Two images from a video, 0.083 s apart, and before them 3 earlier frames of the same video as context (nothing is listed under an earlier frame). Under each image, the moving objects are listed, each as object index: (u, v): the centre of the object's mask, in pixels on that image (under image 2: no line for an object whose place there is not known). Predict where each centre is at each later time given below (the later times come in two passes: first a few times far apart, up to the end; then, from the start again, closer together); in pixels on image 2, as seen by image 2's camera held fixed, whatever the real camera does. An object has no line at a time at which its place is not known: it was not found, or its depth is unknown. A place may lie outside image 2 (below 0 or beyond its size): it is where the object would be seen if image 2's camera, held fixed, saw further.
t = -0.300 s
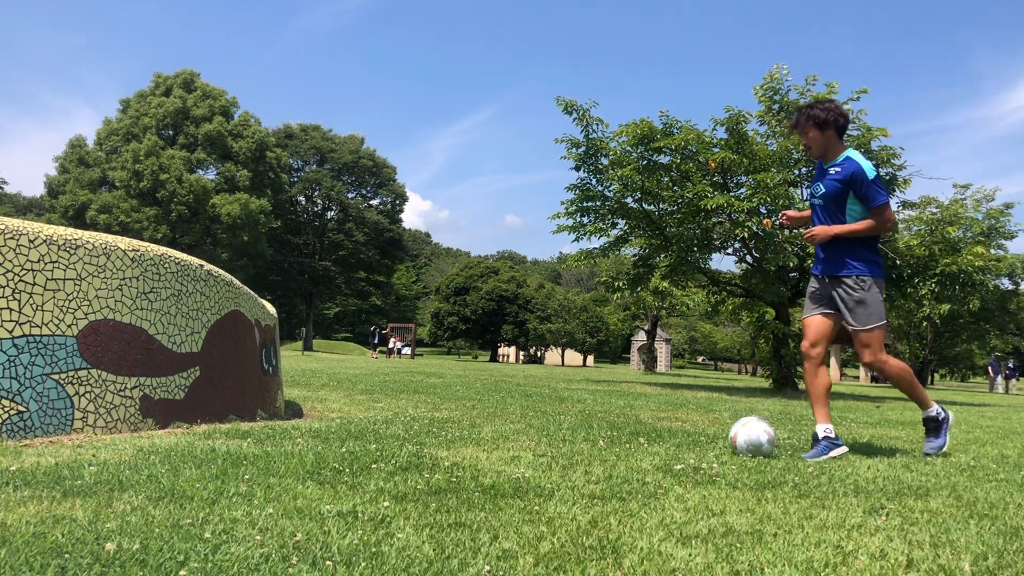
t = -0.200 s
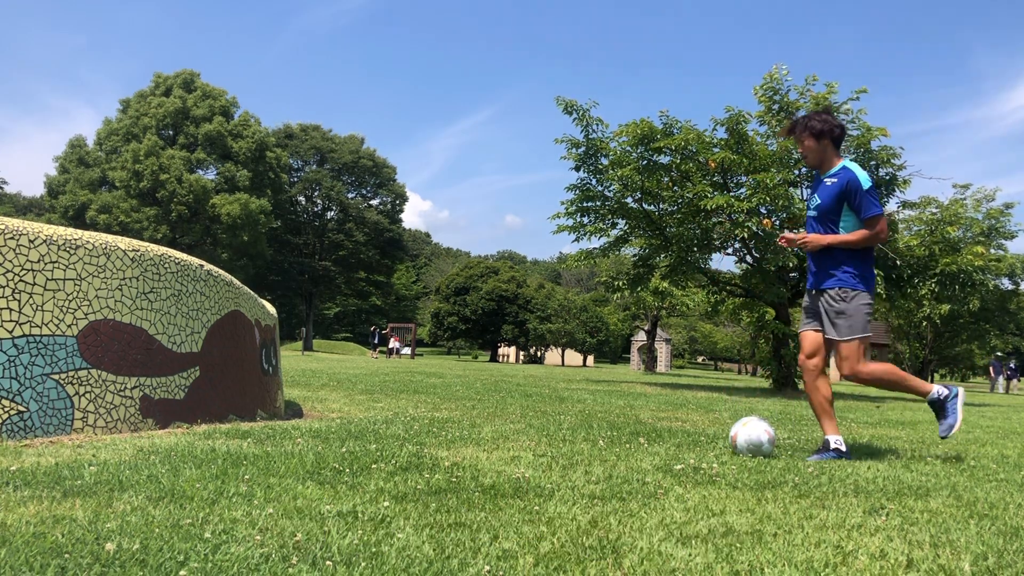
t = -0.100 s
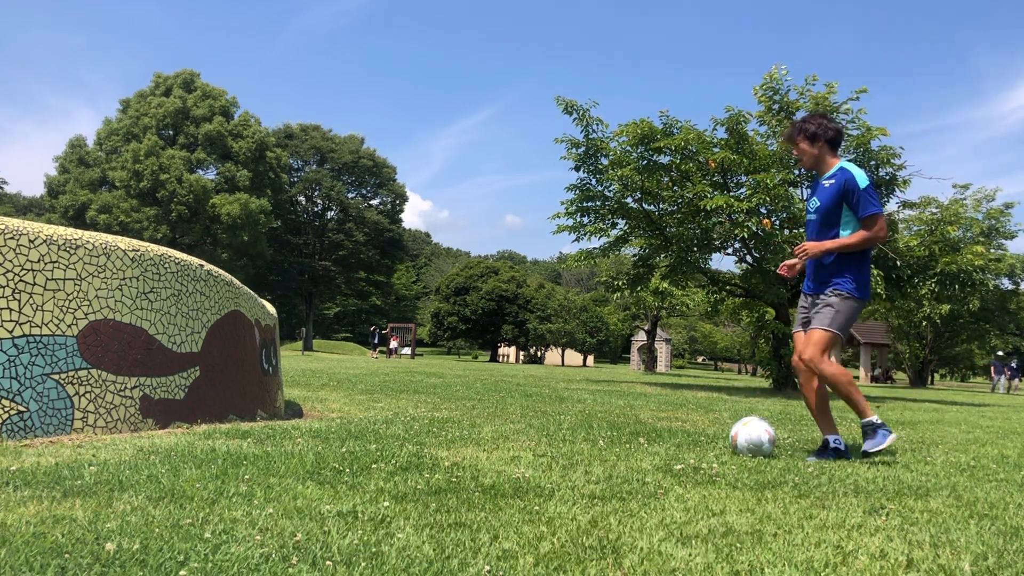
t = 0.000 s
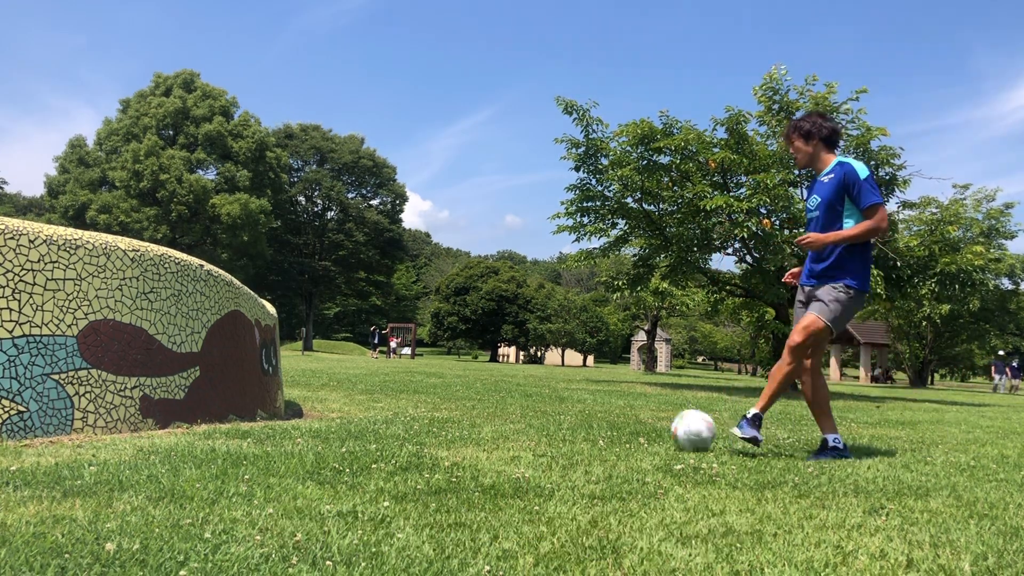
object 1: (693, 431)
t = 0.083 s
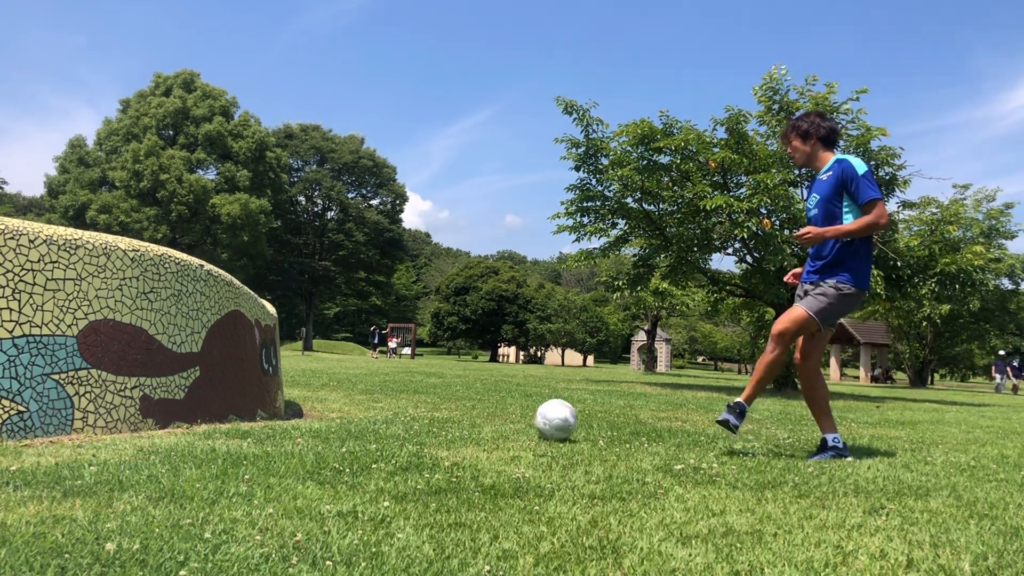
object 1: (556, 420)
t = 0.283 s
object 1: (294, 404)
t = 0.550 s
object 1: (380, 339)
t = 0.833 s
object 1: (585, 372)
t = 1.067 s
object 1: (719, 411)
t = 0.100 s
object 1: (530, 419)
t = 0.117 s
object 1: (504, 418)
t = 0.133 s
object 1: (480, 417)
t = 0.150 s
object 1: (457, 415)
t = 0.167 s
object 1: (436, 413)
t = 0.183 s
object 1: (416, 410)
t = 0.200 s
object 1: (395, 408)
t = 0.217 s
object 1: (375, 406)
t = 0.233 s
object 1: (354, 405)
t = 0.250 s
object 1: (334, 404)
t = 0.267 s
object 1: (314, 404)
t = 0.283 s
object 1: (294, 404)
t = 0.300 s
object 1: (275, 405)
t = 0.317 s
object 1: (255, 406)
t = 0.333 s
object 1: (236, 407)
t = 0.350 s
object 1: (239, 400)
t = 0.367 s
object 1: (251, 393)
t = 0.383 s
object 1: (263, 386)
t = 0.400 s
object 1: (274, 379)
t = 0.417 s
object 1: (286, 372)
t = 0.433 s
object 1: (298, 366)
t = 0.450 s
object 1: (310, 361)
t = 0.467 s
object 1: (321, 356)
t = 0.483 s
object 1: (333, 351)
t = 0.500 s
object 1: (345, 347)
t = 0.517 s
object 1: (356, 344)
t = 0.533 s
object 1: (368, 341)
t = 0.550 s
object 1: (380, 339)
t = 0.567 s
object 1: (391, 337)
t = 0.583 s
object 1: (403, 335)
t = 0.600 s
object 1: (416, 334)
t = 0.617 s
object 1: (428, 333)
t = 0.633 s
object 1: (440, 333)
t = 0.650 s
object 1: (451, 334)
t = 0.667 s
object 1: (463, 335)
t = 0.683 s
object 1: (475, 336)
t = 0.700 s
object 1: (487, 337)
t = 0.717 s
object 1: (499, 339)
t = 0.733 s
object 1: (511, 343)
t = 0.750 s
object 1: (524, 346)
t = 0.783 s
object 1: (547, 355)
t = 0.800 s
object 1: (560, 360)
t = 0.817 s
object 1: (572, 366)
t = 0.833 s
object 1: (585, 372)
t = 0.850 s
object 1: (597, 379)
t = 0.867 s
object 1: (610, 386)
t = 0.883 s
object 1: (623, 395)
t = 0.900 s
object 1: (636, 403)
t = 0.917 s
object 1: (649, 413)
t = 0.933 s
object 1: (662, 422)
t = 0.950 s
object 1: (675, 432)
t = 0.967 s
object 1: (685, 434)
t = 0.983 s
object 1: (691, 431)
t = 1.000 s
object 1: (696, 427)
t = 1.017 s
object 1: (702, 422)
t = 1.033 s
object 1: (708, 418)
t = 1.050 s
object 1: (713, 414)
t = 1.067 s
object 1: (719, 411)
